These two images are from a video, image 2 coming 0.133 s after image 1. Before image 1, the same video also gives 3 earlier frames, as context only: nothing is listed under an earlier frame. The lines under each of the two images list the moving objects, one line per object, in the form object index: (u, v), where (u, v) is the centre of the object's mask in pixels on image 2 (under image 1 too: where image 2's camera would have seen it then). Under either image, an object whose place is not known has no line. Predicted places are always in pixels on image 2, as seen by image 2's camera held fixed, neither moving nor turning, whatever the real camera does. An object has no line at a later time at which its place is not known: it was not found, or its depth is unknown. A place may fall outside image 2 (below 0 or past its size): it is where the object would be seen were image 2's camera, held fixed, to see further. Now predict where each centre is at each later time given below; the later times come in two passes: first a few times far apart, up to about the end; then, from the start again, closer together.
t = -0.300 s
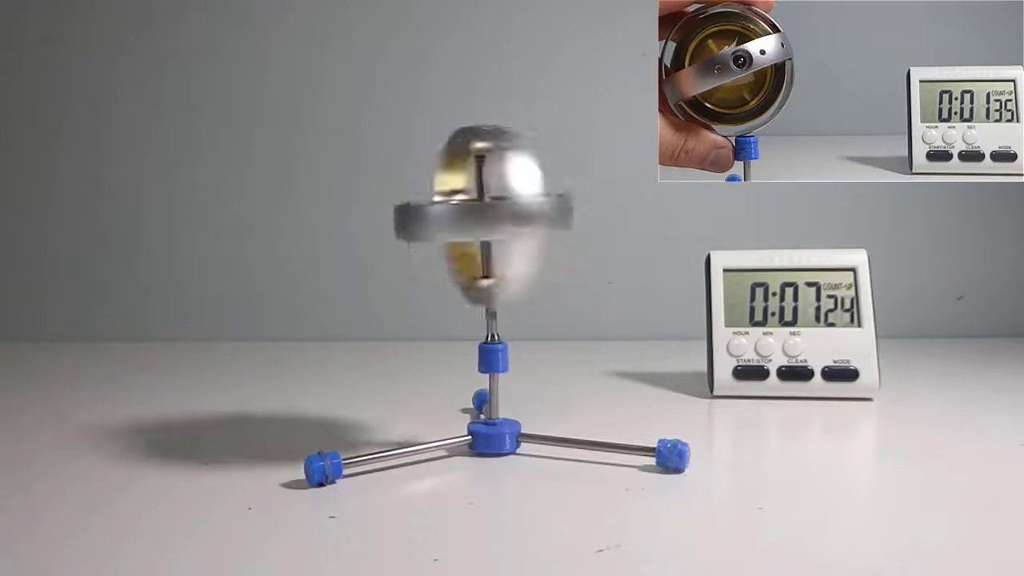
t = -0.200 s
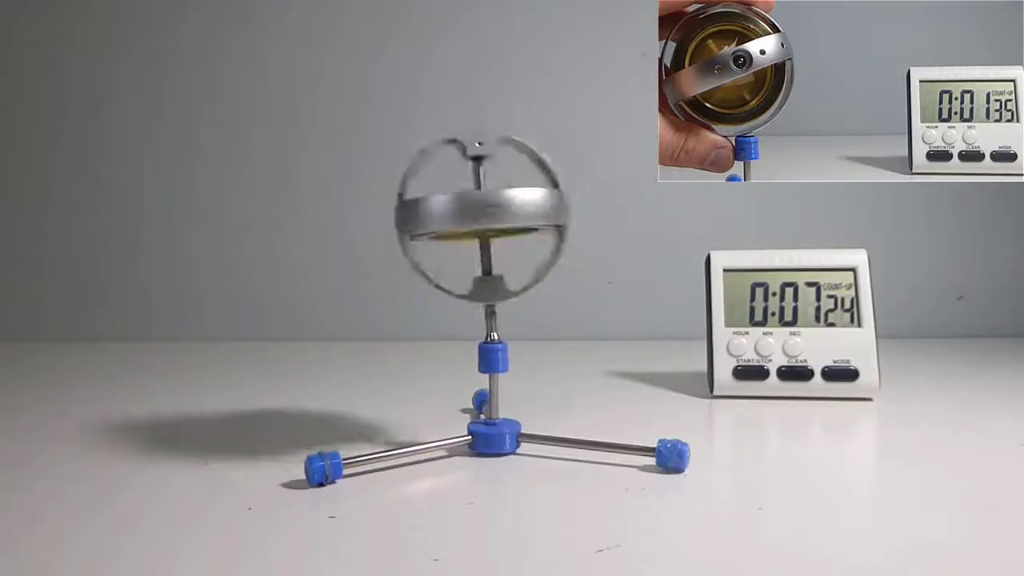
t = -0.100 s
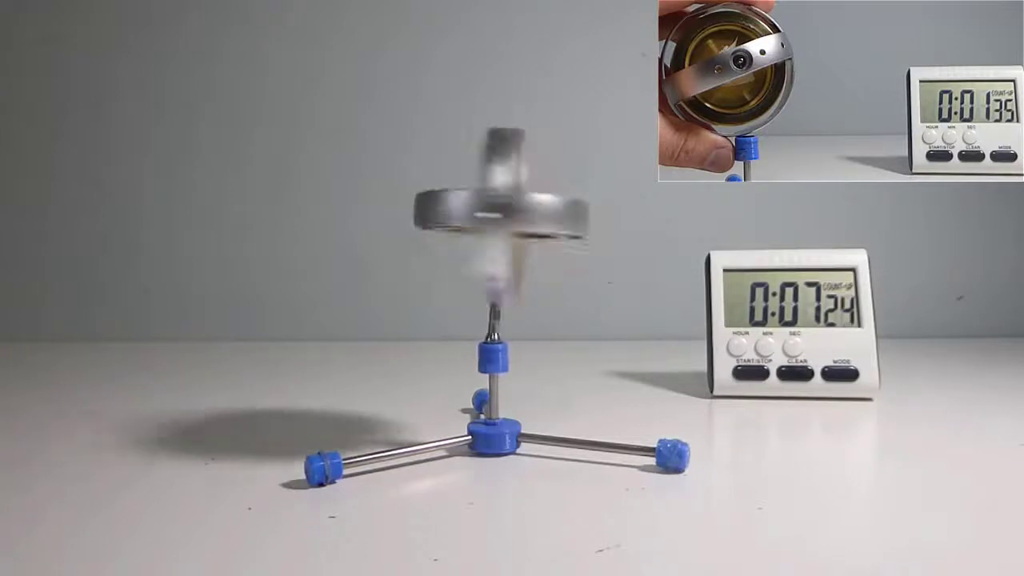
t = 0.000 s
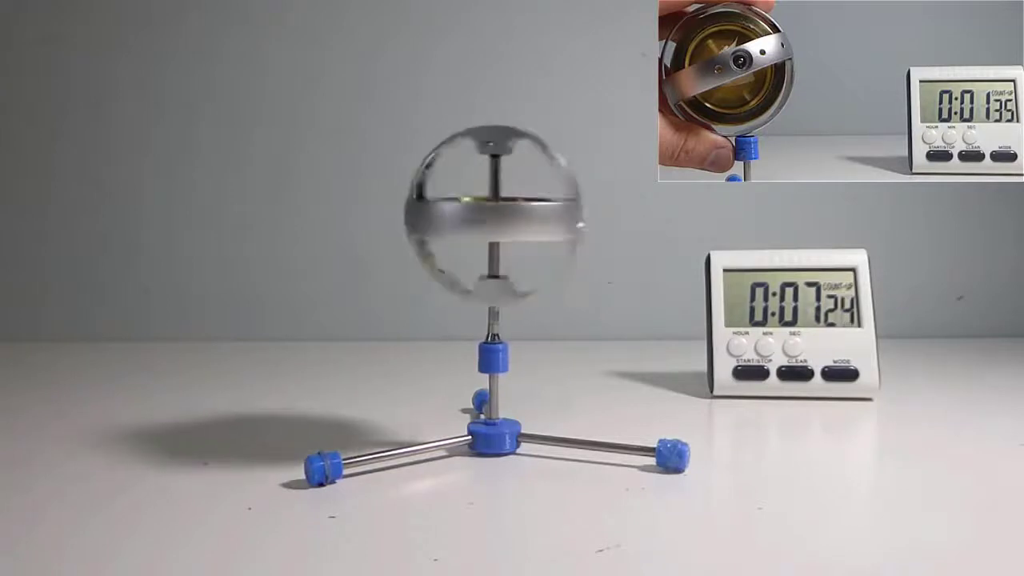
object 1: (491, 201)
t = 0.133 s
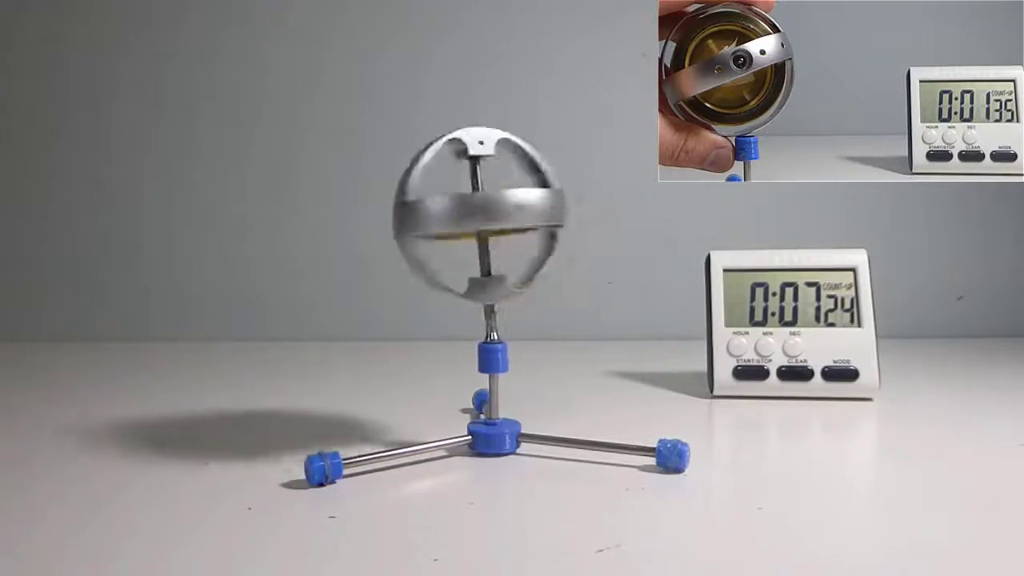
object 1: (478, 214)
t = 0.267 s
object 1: (505, 204)
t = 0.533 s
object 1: (491, 218)
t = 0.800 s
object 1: (477, 204)
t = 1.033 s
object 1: (496, 214)
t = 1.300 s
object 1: (502, 212)
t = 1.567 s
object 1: (484, 215)
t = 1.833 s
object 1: (476, 205)
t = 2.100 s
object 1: (489, 212)
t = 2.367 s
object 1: (506, 204)
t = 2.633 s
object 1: (492, 217)
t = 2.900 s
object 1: (474, 205)
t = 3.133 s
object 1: (497, 214)
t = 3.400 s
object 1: (504, 212)
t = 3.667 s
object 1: (482, 216)
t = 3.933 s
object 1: (482, 214)
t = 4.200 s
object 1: (499, 214)
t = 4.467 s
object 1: (503, 212)
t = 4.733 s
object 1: (479, 216)
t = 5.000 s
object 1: (483, 213)
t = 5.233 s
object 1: (505, 203)
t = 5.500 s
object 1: (493, 217)
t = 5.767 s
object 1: (473, 204)
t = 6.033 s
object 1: (502, 202)
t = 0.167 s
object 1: (484, 215)
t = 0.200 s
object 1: (494, 215)
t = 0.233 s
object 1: (502, 213)
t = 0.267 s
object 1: (505, 204)
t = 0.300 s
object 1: (501, 203)
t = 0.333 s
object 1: (496, 214)
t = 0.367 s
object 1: (492, 214)
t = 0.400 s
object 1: (486, 213)
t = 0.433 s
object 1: (476, 213)
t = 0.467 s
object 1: (476, 214)
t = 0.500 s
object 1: (482, 215)
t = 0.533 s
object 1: (491, 218)
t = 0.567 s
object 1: (499, 214)
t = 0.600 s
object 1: (501, 212)
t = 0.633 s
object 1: (502, 204)
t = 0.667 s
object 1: (499, 214)
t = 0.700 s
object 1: (491, 202)
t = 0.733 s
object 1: (489, 214)
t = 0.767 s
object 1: (480, 212)
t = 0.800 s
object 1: (477, 204)
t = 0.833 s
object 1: (478, 214)
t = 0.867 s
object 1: (484, 214)
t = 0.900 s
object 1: (495, 216)
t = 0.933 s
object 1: (501, 213)
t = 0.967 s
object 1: (506, 203)
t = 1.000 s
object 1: (502, 202)
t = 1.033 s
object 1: (496, 214)
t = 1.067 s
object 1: (491, 214)
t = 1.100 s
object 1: (486, 214)
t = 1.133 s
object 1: (478, 204)
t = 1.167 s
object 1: (476, 214)
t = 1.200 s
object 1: (482, 215)
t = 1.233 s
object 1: (491, 217)
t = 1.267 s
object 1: (500, 214)
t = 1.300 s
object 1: (502, 212)
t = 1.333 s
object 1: (503, 198)
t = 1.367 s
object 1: (499, 214)
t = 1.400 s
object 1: (487, 214)
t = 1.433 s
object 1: (489, 214)
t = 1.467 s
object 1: (478, 216)
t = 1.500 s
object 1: (475, 206)
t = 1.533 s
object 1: (478, 215)
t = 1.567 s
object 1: (484, 215)
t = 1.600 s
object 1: (496, 216)
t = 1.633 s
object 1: (502, 213)
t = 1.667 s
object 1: (504, 206)
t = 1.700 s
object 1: (502, 202)
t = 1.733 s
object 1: (496, 214)
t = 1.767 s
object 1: (490, 215)
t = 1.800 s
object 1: (485, 214)
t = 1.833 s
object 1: (476, 205)
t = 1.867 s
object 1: (475, 214)
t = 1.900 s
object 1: (482, 215)
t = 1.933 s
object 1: (493, 218)
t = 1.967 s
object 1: (501, 214)
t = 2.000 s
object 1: (502, 213)
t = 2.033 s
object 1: (503, 204)
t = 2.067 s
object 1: (500, 214)
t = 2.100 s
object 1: (489, 212)
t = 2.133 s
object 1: (487, 214)
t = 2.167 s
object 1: (476, 217)
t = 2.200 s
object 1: (473, 207)
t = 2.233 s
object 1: (478, 215)
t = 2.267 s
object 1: (485, 215)
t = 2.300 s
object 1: (496, 216)
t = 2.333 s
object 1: (503, 212)
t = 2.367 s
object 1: (506, 204)
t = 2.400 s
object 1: (503, 203)
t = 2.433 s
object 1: (496, 214)
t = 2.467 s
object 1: (490, 214)
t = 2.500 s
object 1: (484, 212)
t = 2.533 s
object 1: (475, 204)
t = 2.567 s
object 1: (474, 214)
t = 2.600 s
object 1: (482, 215)
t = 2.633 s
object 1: (492, 217)
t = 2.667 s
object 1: (501, 214)
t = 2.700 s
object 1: (503, 211)
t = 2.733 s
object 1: (503, 203)
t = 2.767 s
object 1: (502, 200)
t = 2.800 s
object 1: (490, 202)
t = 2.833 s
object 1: (488, 214)
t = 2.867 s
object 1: (478, 216)
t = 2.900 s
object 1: (474, 205)
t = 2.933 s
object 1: (477, 214)
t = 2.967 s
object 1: (484, 215)
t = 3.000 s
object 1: (495, 216)
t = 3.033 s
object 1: (503, 213)
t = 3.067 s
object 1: (503, 213)
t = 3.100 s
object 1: (503, 204)
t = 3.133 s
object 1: (497, 214)
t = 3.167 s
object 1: (491, 214)
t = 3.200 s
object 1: (485, 213)
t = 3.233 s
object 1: (474, 214)
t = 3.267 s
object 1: (474, 205)
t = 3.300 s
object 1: (479, 215)
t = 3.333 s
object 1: (486, 214)
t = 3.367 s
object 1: (498, 216)
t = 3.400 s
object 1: (504, 212)
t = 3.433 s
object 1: (506, 202)
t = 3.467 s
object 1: (501, 203)
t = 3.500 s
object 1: (494, 215)
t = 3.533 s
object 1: (488, 214)
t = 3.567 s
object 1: (483, 213)
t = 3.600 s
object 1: (474, 213)
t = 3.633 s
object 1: (475, 214)
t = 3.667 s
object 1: (482, 216)
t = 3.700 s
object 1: (492, 216)
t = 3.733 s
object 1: (501, 214)
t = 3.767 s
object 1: (503, 213)
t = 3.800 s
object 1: (502, 204)
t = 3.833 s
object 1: (502, 200)
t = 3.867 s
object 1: (491, 200)
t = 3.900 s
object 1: (488, 214)
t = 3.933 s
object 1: (482, 214)
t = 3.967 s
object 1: (476, 203)
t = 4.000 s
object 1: (477, 214)
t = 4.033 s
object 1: (483, 215)
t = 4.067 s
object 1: (494, 216)
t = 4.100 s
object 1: (502, 214)
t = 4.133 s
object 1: (503, 213)
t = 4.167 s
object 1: (503, 204)
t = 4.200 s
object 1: (499, 214)
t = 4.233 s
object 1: (490, 202)
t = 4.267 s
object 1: (488, 214)
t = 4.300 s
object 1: (477, 214)
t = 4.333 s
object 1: (474, 205)
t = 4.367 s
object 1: (478, 215)
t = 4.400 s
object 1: (483, 214)
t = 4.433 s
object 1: (495, 216)
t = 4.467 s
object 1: (503, 212)
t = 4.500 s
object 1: (505, 205)
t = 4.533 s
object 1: (504, 202)
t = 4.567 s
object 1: (498, 214)
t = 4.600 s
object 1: (492, 214)
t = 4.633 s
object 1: (486, 214)
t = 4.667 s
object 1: (476, 208)
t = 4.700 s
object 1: (473, 214)
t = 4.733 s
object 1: (479, 216)
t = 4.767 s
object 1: (488, 234)
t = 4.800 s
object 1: (498, 216)
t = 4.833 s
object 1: (503, 211)
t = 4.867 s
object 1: (504, 201)
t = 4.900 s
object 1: (504, 201)
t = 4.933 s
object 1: (497, 214)
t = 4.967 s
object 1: (491, 215)
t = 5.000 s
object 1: (483, 213)
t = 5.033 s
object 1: (474, 205)
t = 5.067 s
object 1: (473, 214)
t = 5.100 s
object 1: (480, 215)
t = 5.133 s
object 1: (491, 217)
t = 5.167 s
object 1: (500, 215)
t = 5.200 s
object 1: (504, 212)
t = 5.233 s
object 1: (505, 203)
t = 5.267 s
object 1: (503, 202)
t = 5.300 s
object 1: (495, 213)
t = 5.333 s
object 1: (489, 215)
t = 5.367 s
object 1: (481, 213)
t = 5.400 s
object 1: (472, 204)
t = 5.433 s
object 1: (473, 213)
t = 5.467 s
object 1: (482, 215)
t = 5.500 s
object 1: (493, 217)
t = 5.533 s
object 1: (502, 215)
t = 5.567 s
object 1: (505, 212)
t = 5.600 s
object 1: (505, 203)
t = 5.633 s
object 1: (503, 202)
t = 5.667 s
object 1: (494, 213)
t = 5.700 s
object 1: (486, 214)
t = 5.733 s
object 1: (480, 213)
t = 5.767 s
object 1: (473, 204)
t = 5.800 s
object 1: (474, 214)
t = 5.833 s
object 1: (482, 216)
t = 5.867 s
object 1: (494, 205)
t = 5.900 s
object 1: (502, 215)
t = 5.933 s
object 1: (505, 211)
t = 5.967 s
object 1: (505, 203)
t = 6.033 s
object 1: (502, 202)
